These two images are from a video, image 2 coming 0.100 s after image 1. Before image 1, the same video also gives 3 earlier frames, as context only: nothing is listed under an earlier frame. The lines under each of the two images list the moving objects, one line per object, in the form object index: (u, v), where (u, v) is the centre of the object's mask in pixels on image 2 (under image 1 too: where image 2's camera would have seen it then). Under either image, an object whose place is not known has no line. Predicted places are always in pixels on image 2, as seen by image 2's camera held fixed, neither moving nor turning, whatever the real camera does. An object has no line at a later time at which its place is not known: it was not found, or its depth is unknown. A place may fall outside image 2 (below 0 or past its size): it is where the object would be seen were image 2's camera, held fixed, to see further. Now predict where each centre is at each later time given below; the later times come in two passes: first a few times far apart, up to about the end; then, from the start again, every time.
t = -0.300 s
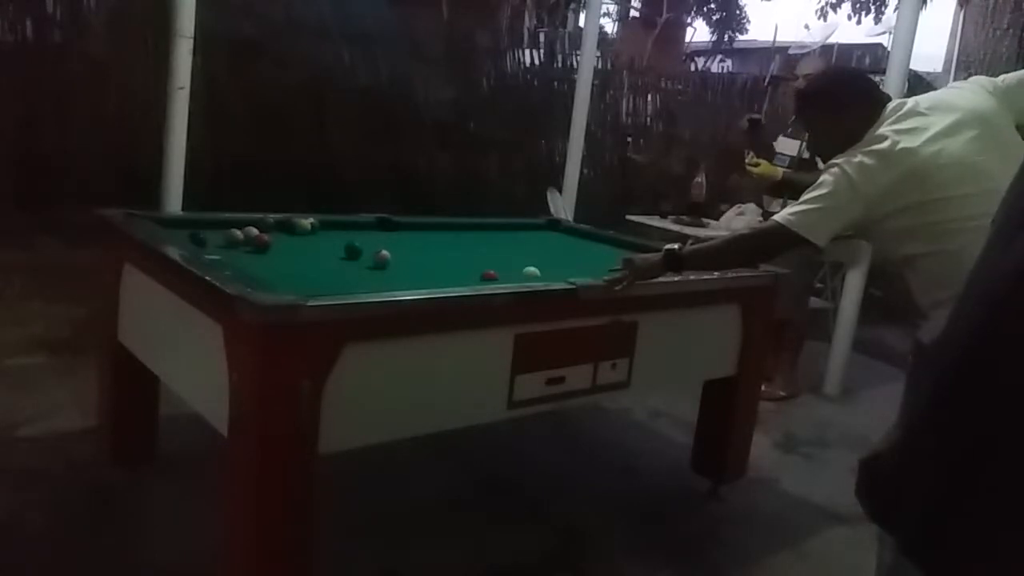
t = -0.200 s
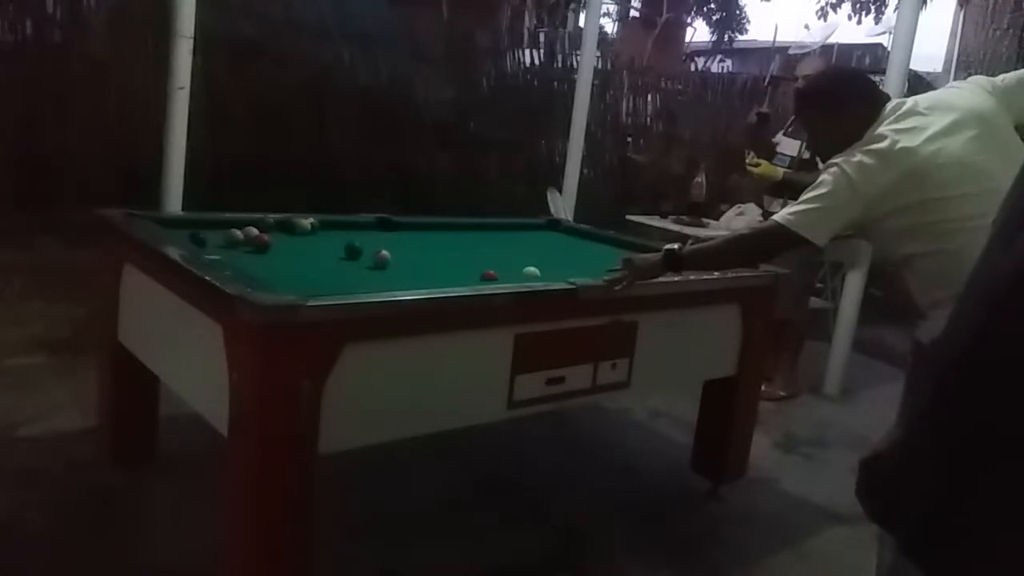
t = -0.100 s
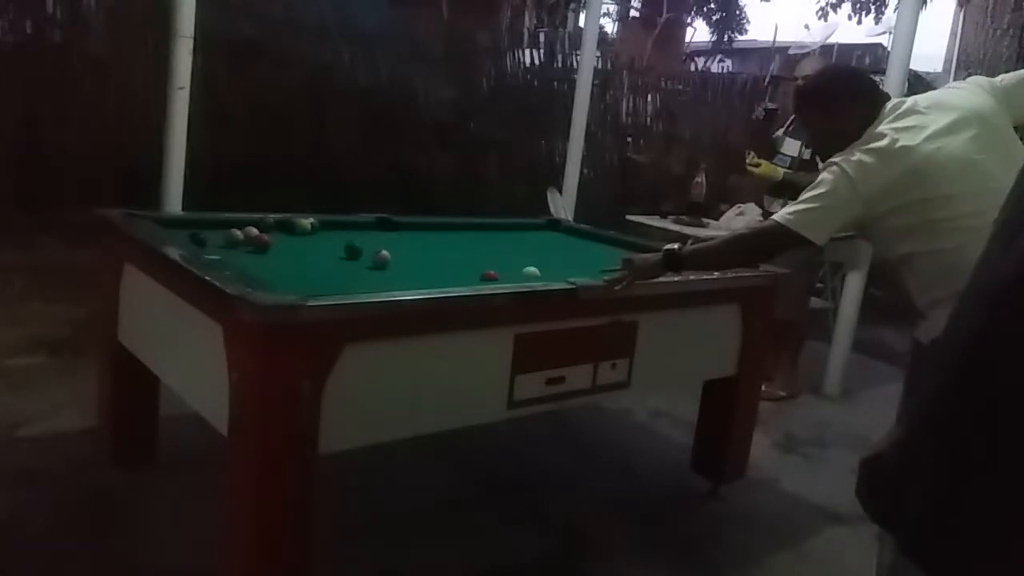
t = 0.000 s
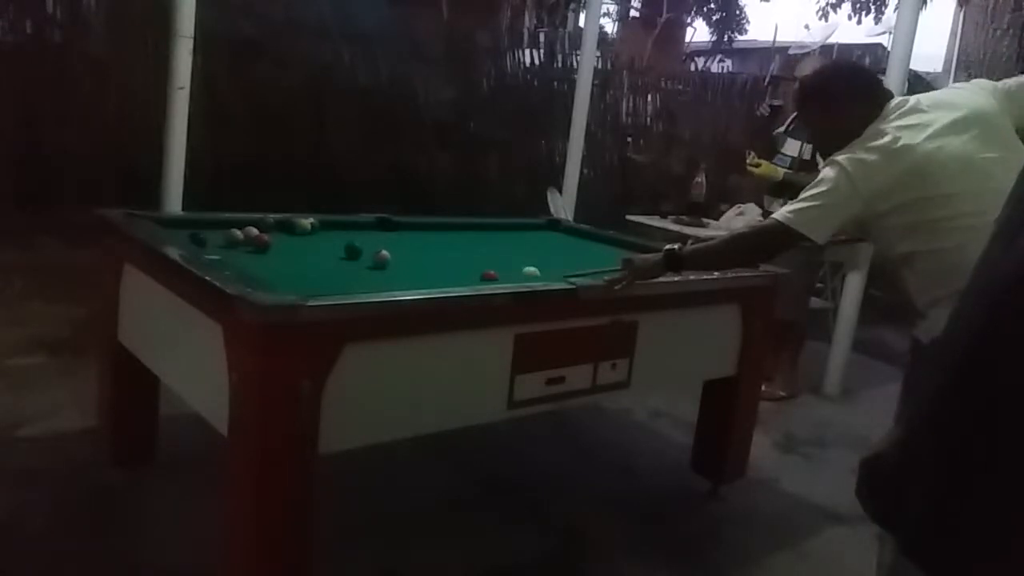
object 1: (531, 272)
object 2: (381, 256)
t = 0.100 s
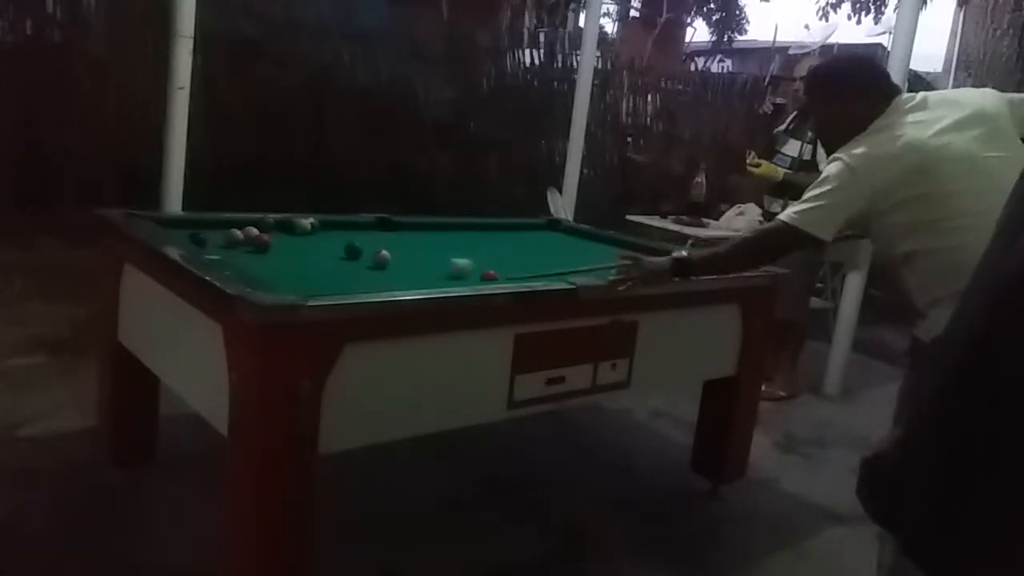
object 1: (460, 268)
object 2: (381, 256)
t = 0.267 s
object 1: (392, 261)
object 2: (342, 250)
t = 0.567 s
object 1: (367, 261)
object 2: (270, 236)
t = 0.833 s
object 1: (348, 260)
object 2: (272, 230)
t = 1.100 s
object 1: (331, 260)
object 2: (274, 226)
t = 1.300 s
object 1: (319, 260)
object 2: (285, 224)
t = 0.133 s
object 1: (439, 266)
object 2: (381, 256)
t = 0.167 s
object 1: (416, 263)
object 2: (381, 256)
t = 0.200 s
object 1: (396, 261)
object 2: (377, 255)
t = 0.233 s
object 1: (395, 261)
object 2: (359, 251)
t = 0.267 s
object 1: (392, 261)
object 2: (342, 250)
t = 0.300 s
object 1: (389, 261)
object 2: (326, 248)
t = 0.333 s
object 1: (387, 261)
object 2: (312, 246)
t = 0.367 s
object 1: (383, 261)
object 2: (299, 243)
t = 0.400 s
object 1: (380, 261)
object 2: (282, 241)
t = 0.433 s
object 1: (378, 261)
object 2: (278, 240)
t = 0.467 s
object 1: (375, 261)
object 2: (276, 239)
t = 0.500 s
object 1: (372, 261)
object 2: (271, 237)
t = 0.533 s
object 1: (370, 261)
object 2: (269, 236)
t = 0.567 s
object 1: (367, 261)
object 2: (270, 236)
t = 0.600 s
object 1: (365, 261)
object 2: (270, 236)
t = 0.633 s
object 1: (363, 261)
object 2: (270, 234)
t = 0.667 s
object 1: (361, 261)
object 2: (270, 234)
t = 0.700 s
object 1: (357, 261)
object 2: (270, 233)
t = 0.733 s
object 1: (355, 261)
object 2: (270, 232)
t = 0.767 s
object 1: (353, 260)
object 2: (271, 232)
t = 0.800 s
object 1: (350, 260)
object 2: (271, 231)
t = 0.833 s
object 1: (348, 260)
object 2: (272, 230)
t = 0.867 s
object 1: (346, 261)
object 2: (274, 230)
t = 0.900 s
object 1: (344, 261)
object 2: (274, 229)
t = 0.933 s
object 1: (341, 261)
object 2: (274, 229)
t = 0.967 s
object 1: (339, 261)
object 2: (274, 229)
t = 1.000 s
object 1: (338, 261)
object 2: (274, 227)
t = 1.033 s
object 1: (335, 260)
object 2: (275, 227)
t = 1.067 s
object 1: (333, 260)
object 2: (275, 226)
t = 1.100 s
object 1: (331, 260)
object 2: (274, 226)
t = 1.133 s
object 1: (328, 260)
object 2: (277, 225)
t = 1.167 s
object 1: (326, 260)
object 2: (277, 225)
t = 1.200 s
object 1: (325, 260)
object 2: (279, 225)
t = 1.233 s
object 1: (323, 260)
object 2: (281, 225)
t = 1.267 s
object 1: (320, 261)
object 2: (282, 225)
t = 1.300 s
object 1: (319, 260)
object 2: (285, 224)
